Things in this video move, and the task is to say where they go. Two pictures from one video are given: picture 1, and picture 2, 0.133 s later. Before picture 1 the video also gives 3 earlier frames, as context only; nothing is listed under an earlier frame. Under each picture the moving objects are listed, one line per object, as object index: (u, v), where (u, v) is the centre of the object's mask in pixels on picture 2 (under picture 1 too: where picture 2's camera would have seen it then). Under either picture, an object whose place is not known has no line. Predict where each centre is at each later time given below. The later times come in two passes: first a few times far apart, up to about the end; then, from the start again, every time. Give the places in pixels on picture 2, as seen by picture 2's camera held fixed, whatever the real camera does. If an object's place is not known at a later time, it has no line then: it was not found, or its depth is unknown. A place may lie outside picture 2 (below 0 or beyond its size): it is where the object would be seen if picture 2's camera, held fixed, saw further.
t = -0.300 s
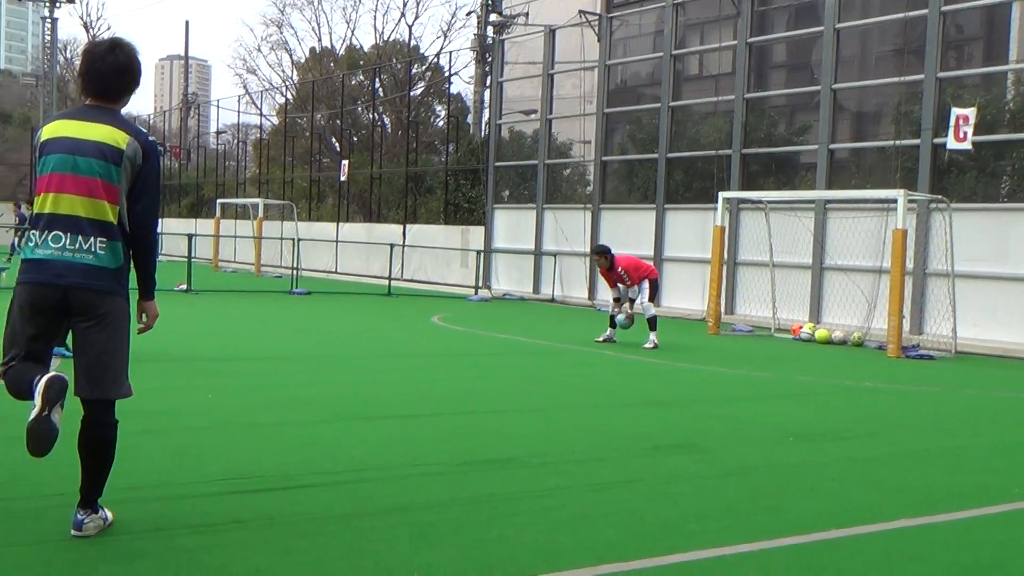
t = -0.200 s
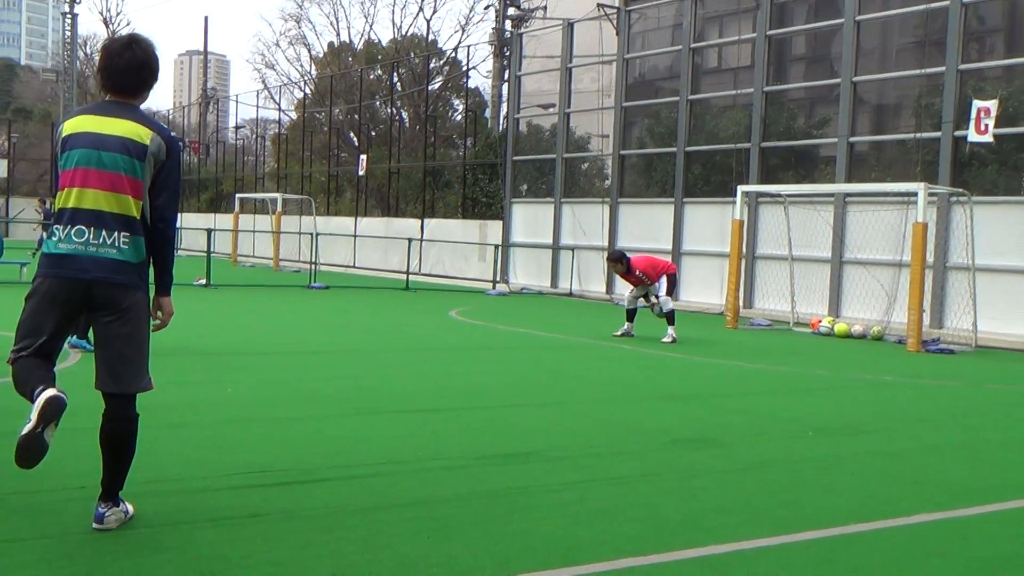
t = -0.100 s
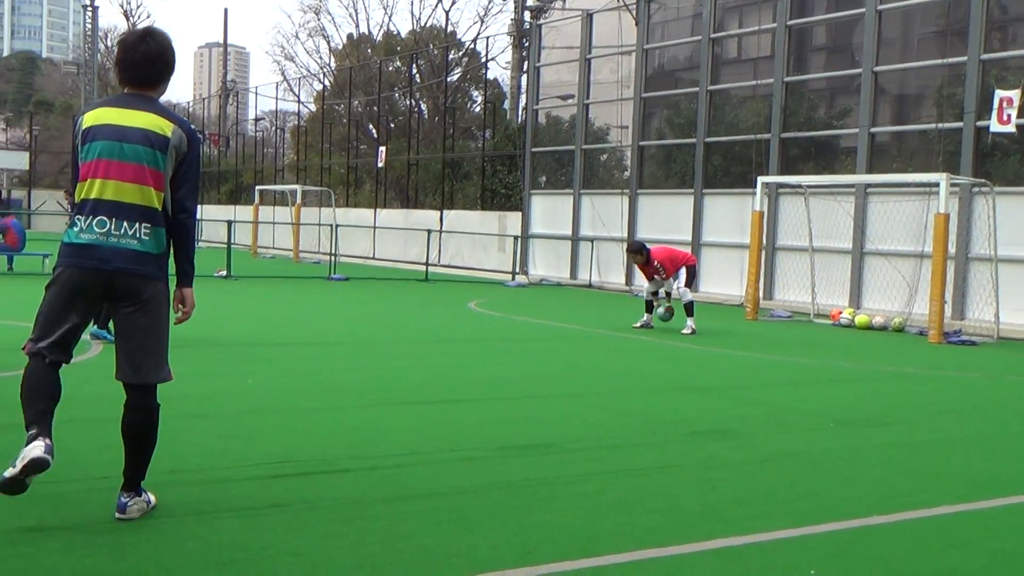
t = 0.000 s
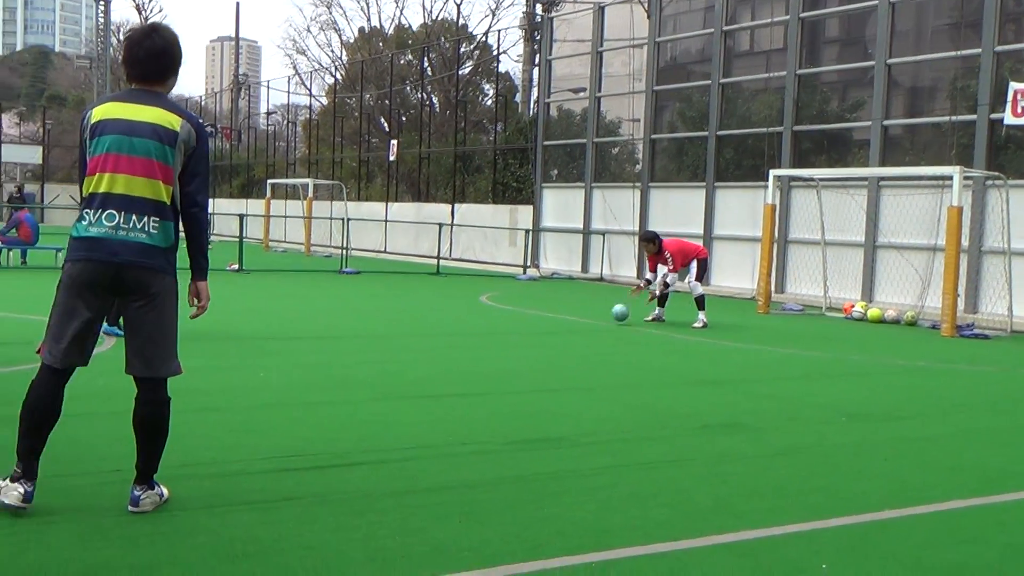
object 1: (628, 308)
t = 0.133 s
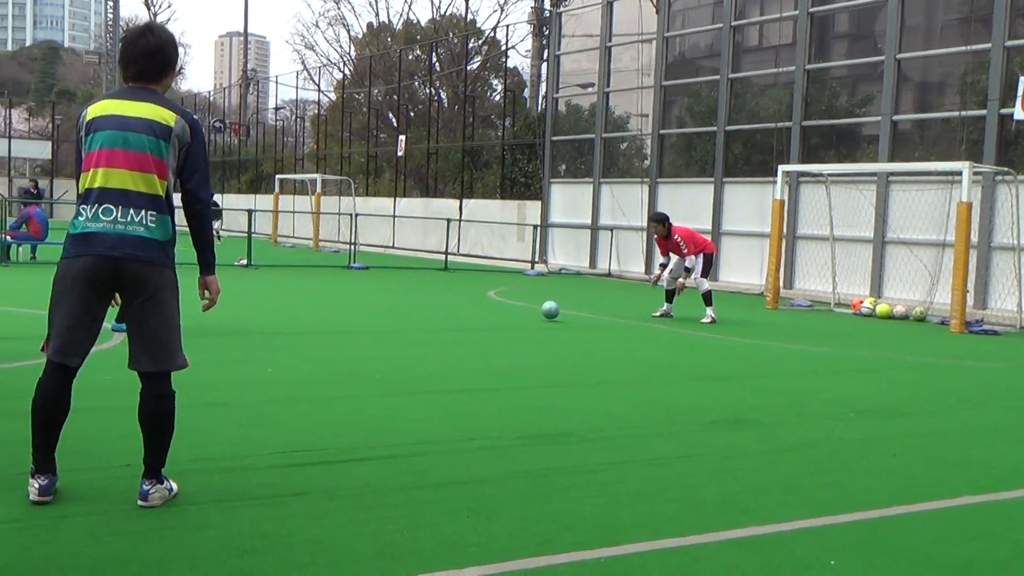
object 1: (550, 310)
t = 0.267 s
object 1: (475, 311)
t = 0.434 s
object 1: (387, 313)
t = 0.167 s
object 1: (531, 311)
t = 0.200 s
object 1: (512, 312)
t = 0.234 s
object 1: (493, 312)
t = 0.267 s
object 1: (475, 311)
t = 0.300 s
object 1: (457, 311)
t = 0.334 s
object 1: (439, 313)
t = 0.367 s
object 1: (422, 312)
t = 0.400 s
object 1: (405, 312)
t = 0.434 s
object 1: (387, 313)
